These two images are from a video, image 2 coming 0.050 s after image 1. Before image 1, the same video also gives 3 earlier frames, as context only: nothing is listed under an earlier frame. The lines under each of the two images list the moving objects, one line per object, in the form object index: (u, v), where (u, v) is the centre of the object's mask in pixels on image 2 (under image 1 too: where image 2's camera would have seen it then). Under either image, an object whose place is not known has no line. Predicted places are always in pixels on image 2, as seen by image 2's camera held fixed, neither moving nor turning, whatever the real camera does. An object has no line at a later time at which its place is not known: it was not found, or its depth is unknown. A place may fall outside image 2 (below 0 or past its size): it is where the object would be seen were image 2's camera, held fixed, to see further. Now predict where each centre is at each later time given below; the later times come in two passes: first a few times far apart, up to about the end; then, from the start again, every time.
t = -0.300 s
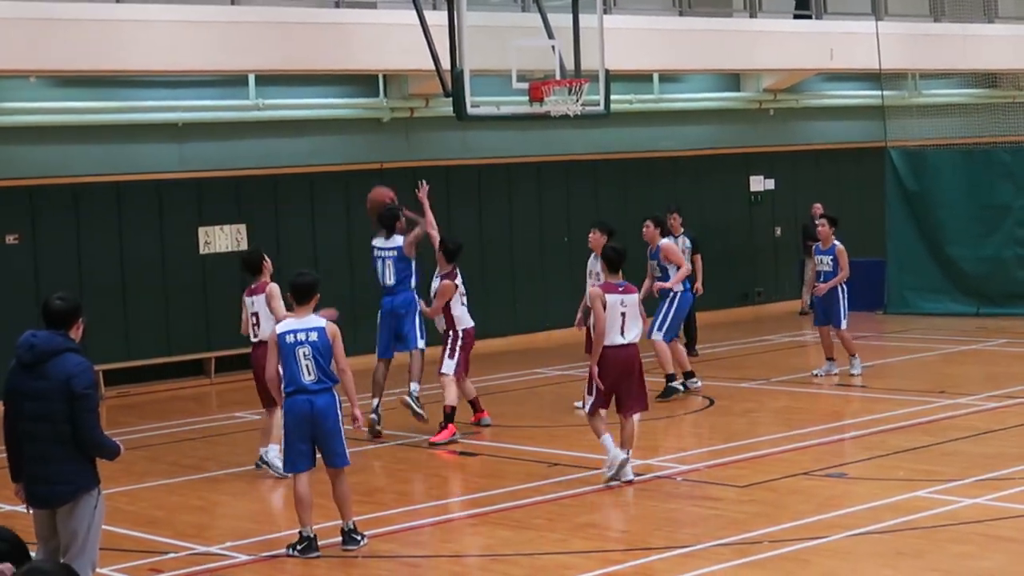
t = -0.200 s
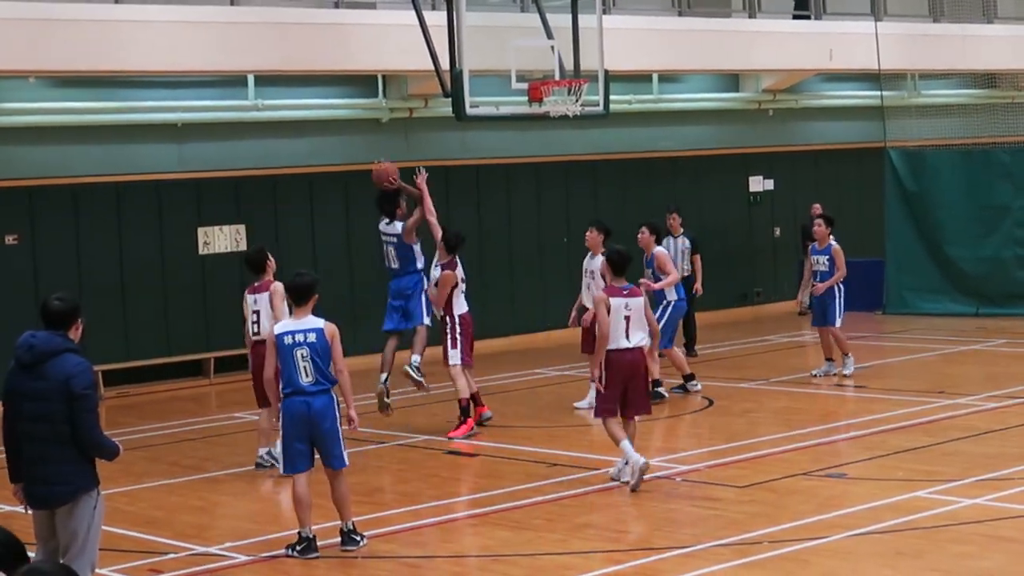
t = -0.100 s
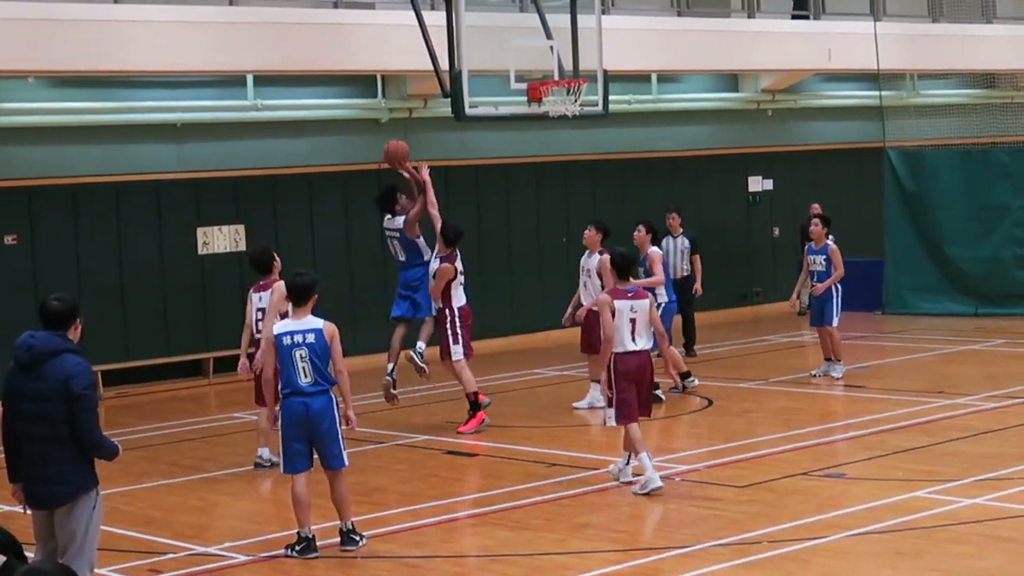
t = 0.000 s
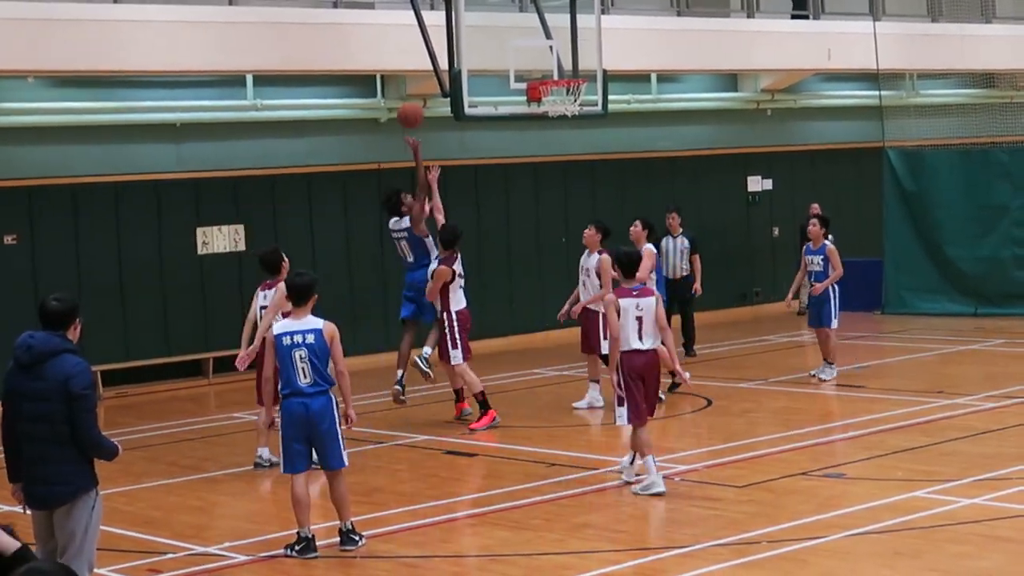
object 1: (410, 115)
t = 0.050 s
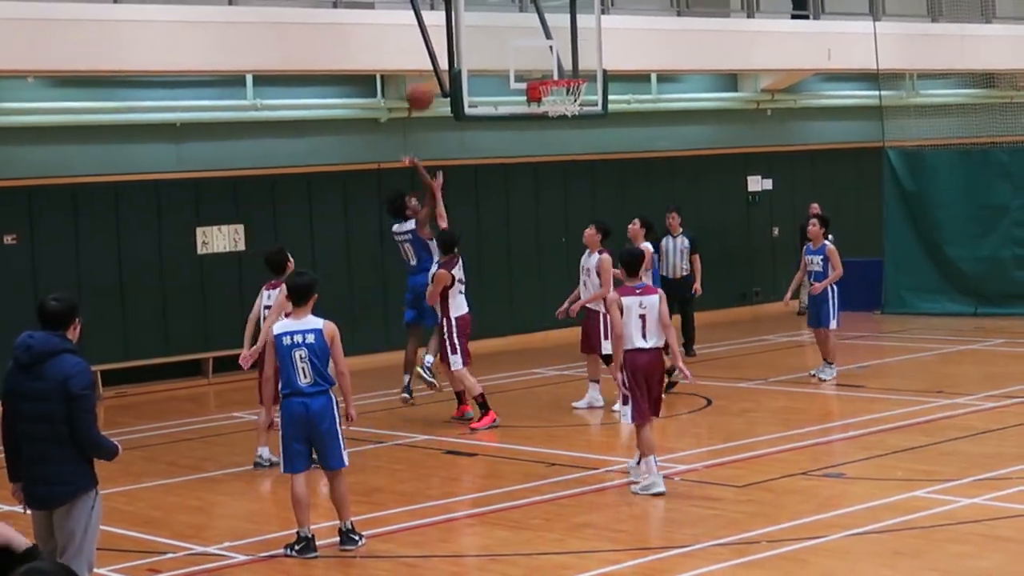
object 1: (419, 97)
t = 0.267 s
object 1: (457, 55)
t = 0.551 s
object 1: (469, 86)
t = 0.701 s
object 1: (477, 140)
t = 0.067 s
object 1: (423, 91)
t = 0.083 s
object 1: (425, 88)
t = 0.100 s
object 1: (429, 83)
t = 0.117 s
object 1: (431, 78)
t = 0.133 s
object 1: (435, 74)
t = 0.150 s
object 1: (438, 70)
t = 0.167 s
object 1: (441, 66)
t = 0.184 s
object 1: (445, 64)
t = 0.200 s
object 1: (448, 61)
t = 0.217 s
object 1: (450, 58)
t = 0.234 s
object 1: (453, 56)
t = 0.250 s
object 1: (456, 55)
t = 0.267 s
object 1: (457, 55)
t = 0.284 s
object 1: (457, 54)
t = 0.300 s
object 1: (458, 53)
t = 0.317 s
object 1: (459, 53)
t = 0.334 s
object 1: (459, 54)
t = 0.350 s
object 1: (460, 54)
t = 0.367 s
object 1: (460, 55)
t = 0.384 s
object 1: (461, 56)
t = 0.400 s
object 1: (461, 58)
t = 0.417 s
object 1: (463, 59)
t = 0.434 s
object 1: (464, 62)
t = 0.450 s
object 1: (465, 64)
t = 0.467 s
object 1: (465, 67)
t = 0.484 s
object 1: (465, 70)
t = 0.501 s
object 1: (465, 74)
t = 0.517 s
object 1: (467, 77)
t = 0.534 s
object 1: (468, 82)
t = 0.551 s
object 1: (469, 86)
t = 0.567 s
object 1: (470, 90)
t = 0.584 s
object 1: (470, 96)
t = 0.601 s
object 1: (471, 101)
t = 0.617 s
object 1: (472, 107)
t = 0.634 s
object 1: (473, 114)
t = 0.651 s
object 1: (474, 120)
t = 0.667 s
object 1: (475, 127)
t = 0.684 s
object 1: (476, 133)
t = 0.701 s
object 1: (477, 140)
